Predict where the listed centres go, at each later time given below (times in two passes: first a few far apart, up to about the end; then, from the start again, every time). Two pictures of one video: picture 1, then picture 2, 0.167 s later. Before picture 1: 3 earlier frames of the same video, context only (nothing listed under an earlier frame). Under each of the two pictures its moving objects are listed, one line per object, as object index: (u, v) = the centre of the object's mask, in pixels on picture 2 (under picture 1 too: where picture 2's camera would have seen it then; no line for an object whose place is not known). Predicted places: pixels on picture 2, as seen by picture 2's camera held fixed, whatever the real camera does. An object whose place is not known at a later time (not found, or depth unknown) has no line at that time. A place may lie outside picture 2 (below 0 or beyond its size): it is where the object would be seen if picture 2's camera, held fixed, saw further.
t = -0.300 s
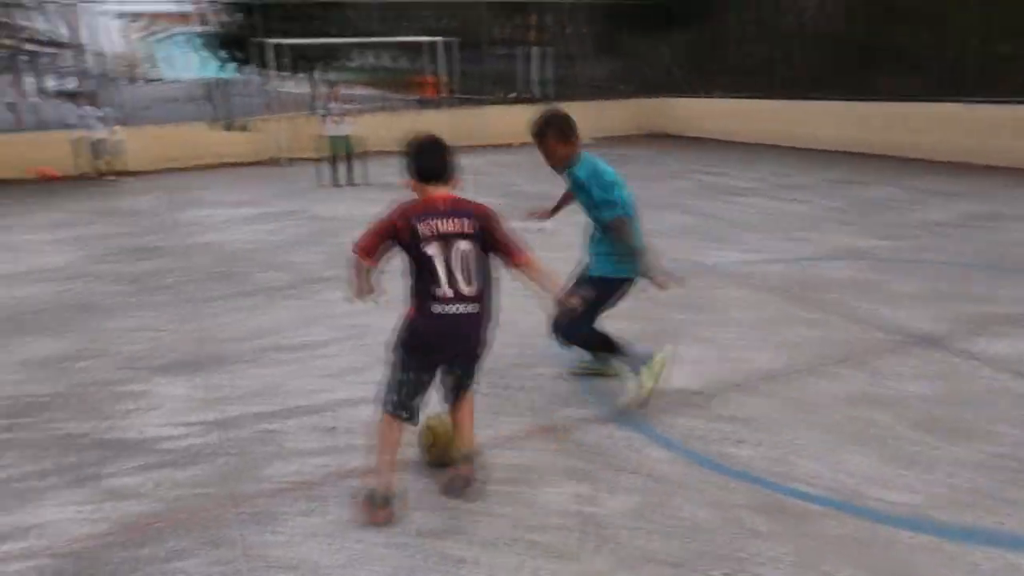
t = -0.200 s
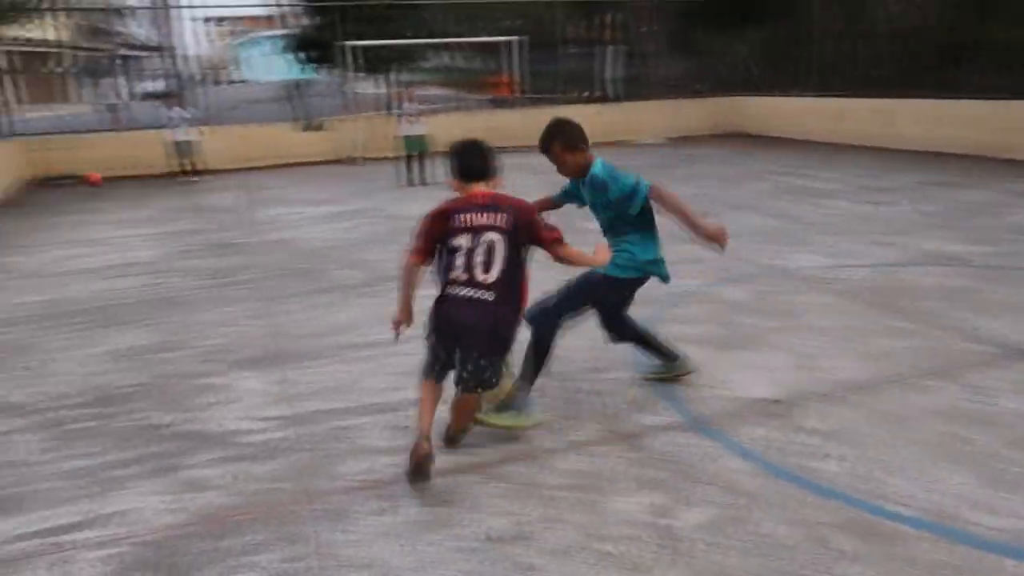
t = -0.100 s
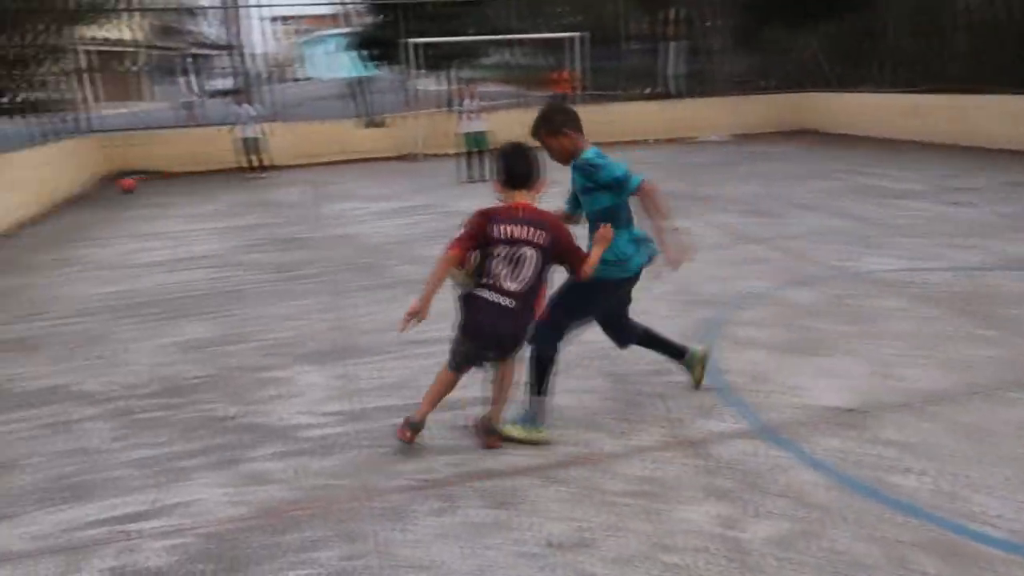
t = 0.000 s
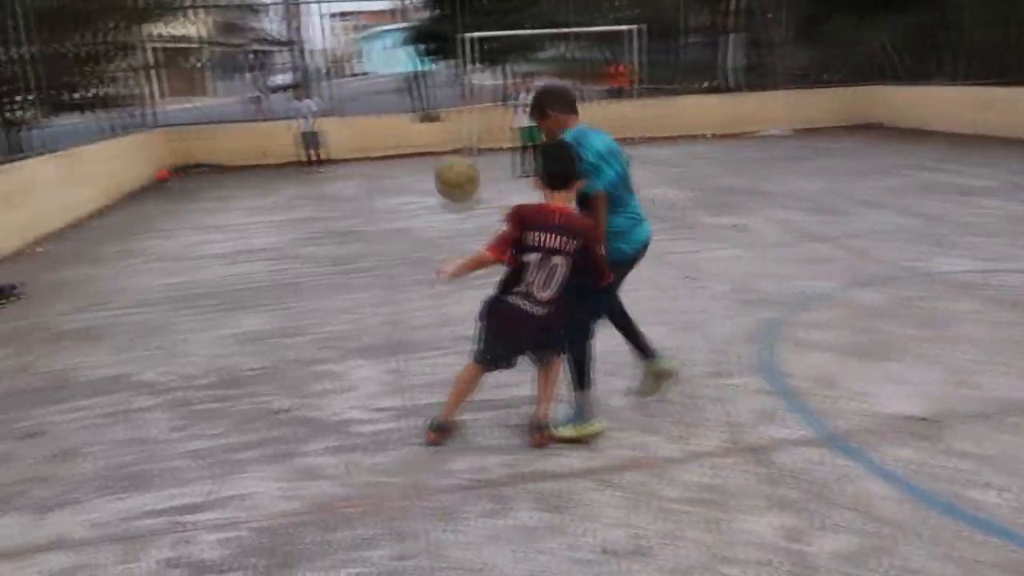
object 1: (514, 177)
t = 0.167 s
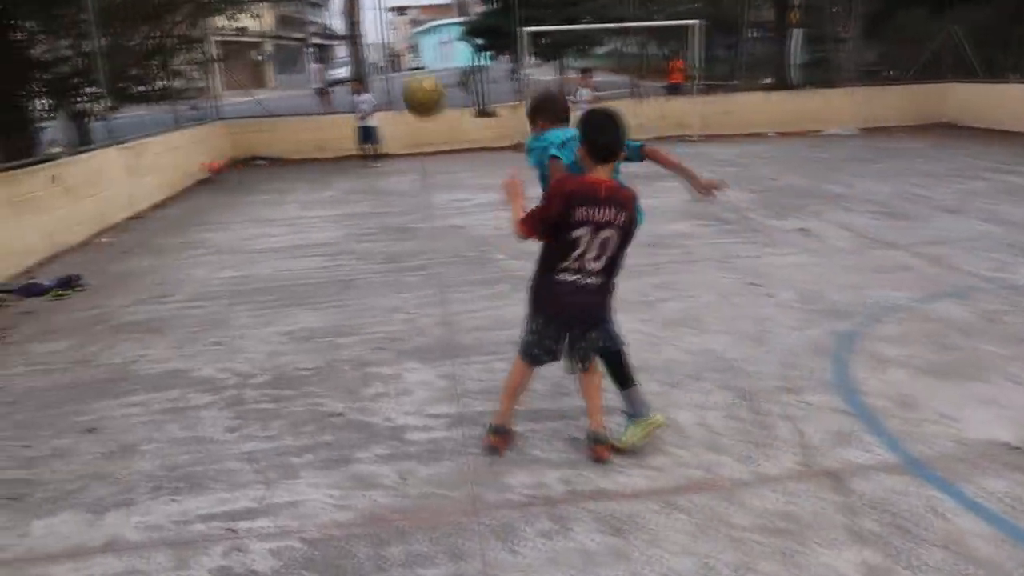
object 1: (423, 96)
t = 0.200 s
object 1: (409, 89)
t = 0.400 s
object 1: (339, 90)
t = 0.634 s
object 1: (286, 169)
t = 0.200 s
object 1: (409, 89)
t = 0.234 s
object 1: (396, 84)
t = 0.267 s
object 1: (384, 82)
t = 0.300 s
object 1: (372, 81)
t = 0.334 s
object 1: (360, 82)
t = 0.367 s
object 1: (348, 85)
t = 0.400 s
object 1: (339, 90)
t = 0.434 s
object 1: (330, 99)
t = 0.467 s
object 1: (321, 106)
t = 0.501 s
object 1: (314, 117)
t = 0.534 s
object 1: (306, 128)
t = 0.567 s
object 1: (298, 143)
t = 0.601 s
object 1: (292, 153)
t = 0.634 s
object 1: (286, 169)
